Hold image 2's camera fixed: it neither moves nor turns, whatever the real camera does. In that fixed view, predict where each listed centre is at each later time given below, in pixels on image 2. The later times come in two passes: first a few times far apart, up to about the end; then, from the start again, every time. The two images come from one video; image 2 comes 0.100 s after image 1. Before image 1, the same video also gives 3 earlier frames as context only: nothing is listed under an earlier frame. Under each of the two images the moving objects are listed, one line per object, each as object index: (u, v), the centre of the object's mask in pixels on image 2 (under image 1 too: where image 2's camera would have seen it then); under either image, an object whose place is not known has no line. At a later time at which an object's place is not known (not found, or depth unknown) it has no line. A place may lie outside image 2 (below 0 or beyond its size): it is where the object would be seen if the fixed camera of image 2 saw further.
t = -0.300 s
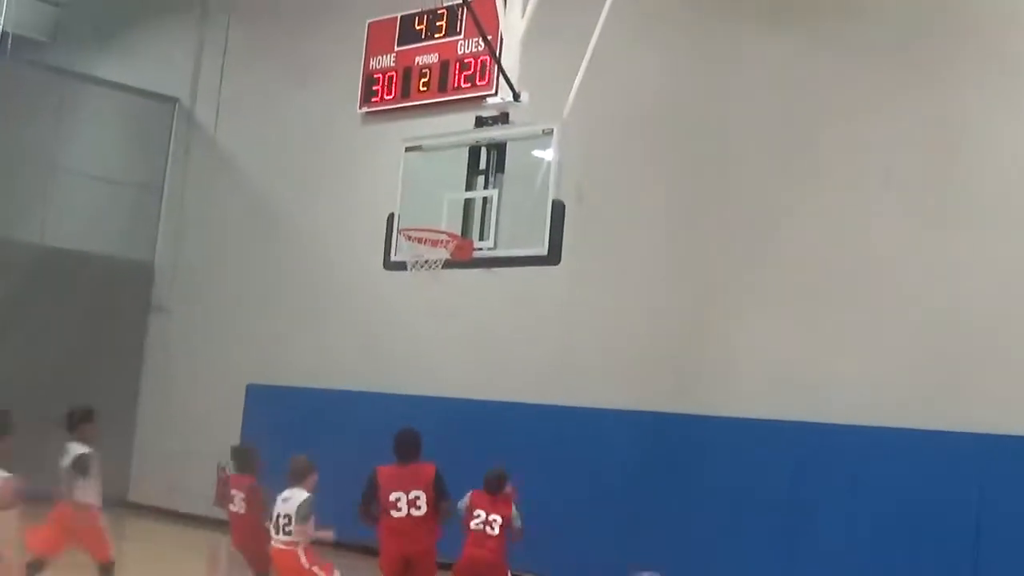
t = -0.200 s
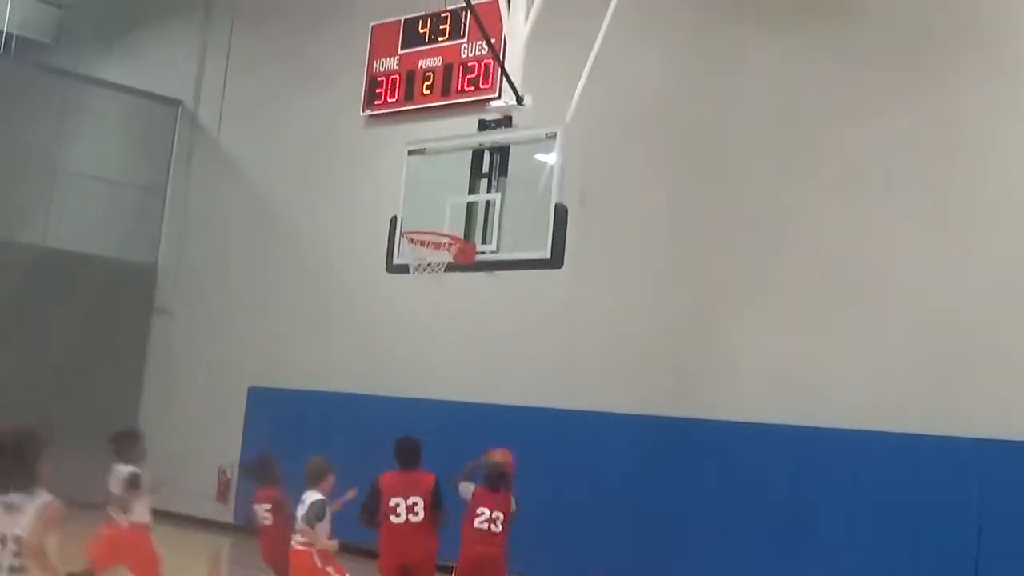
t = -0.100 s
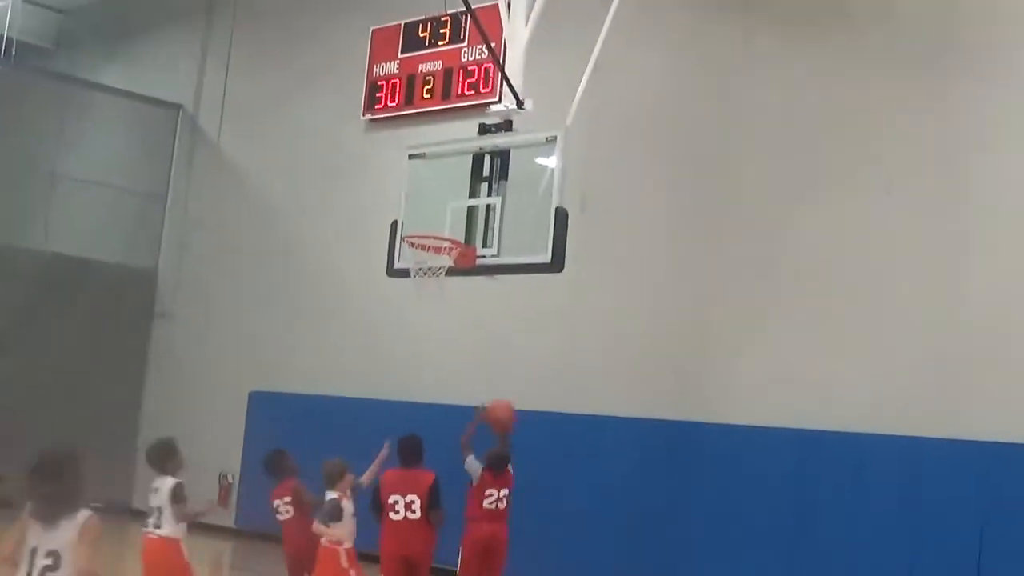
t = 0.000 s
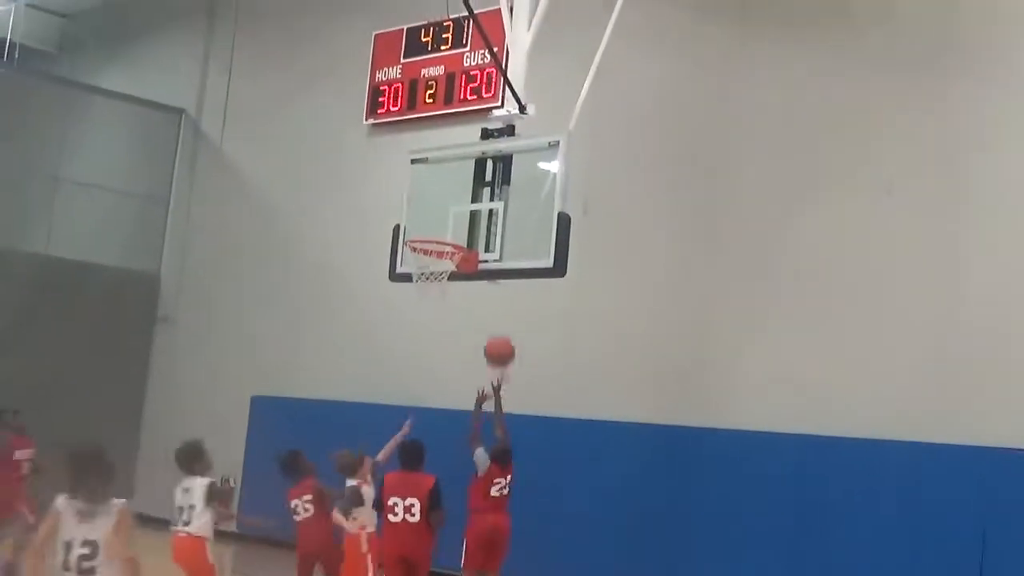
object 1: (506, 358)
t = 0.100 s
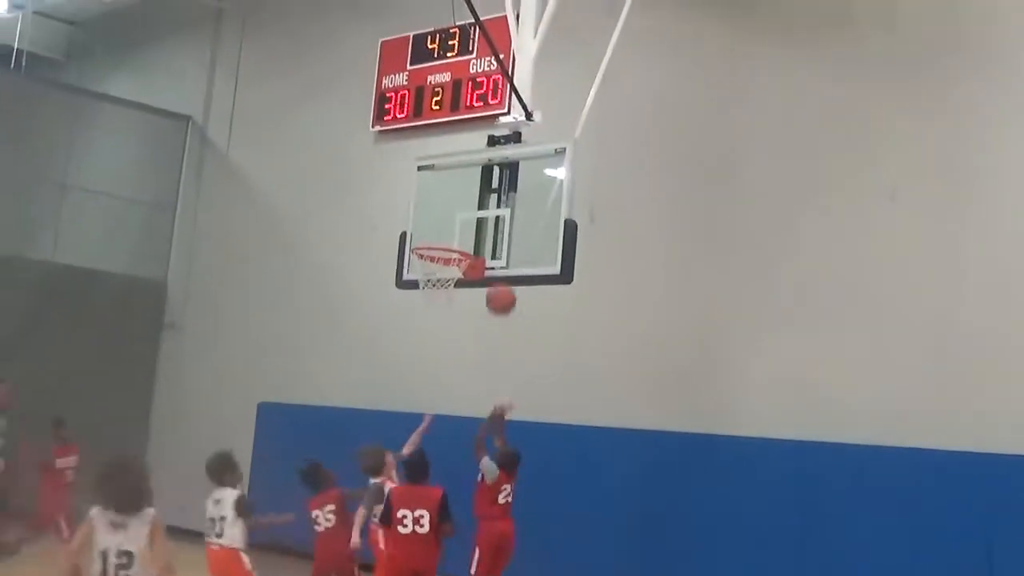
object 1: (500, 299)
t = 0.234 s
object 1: (492, 243)
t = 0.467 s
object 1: (471, 200)
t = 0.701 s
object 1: (445, 225)
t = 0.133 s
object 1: (497, 282)
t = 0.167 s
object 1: (497, 268)
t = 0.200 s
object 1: (495, 254)
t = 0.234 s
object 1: (492, 243)
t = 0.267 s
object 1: (489, 234)
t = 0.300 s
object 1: (486, 224)
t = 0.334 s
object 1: (483, 216)
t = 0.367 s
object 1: (480, 209)
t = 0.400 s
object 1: (477, 205)
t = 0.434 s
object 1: (474, 202)
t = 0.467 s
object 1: (471, 200)
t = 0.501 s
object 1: (468, 199)
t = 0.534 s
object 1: (464, 200)
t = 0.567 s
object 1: (461, 202)
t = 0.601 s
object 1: (457, 206)
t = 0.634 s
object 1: (453, 211)
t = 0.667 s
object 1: (448, 217)
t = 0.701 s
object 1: (445, 225)
